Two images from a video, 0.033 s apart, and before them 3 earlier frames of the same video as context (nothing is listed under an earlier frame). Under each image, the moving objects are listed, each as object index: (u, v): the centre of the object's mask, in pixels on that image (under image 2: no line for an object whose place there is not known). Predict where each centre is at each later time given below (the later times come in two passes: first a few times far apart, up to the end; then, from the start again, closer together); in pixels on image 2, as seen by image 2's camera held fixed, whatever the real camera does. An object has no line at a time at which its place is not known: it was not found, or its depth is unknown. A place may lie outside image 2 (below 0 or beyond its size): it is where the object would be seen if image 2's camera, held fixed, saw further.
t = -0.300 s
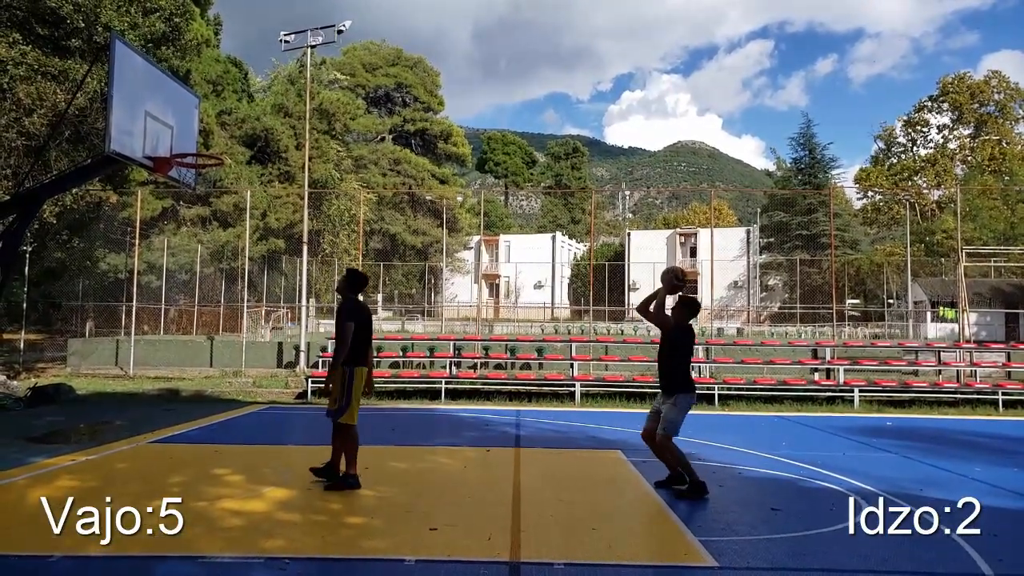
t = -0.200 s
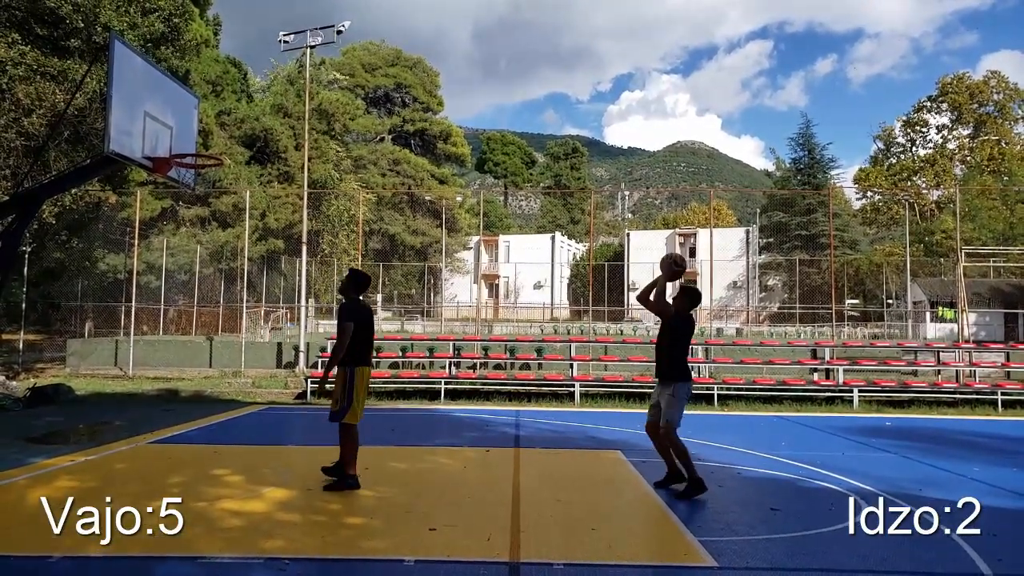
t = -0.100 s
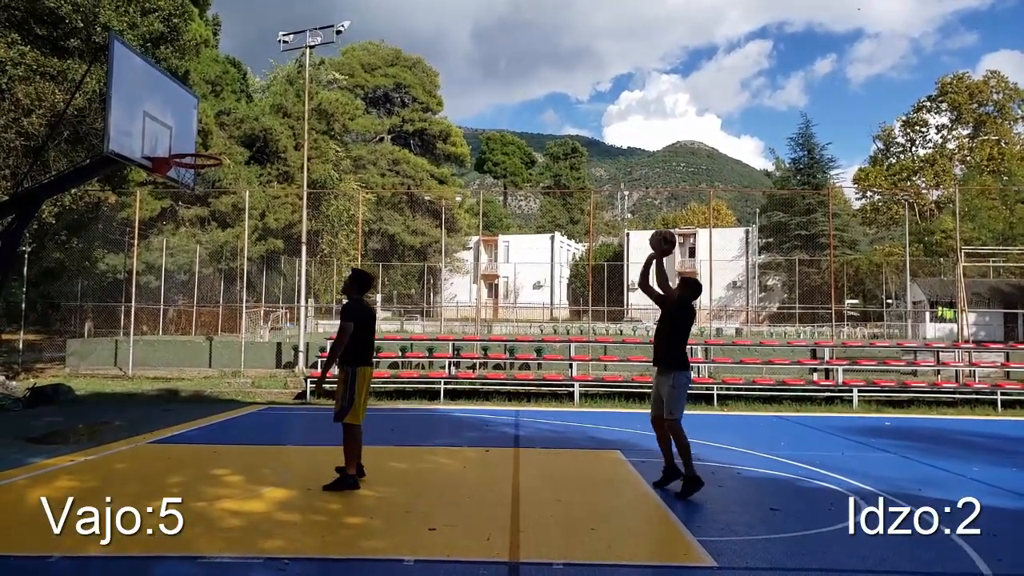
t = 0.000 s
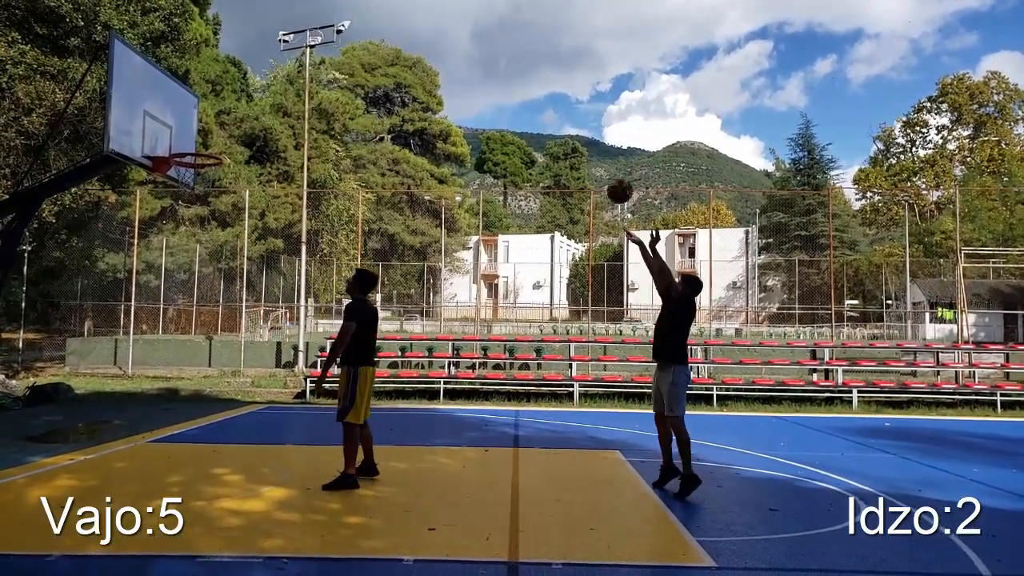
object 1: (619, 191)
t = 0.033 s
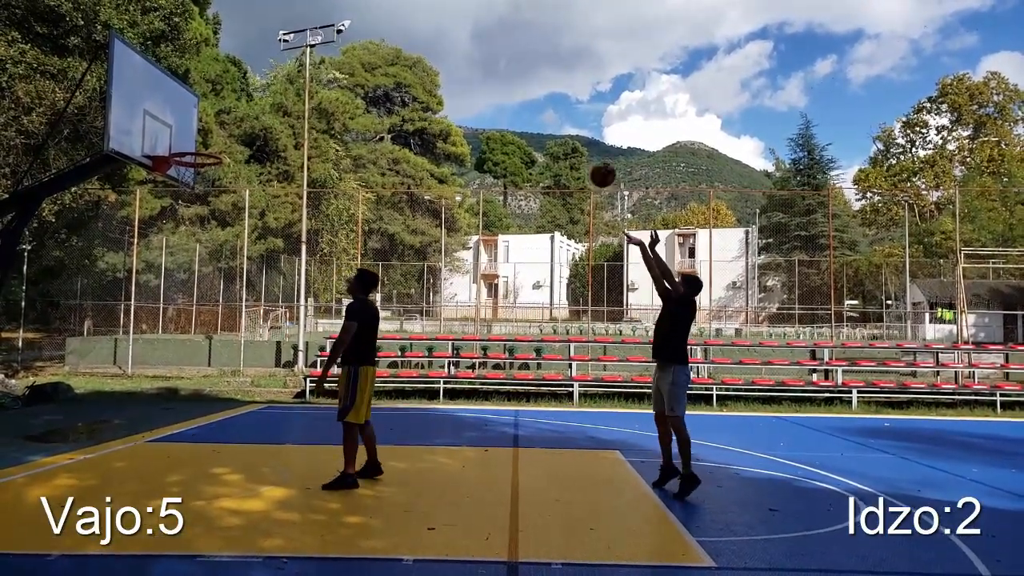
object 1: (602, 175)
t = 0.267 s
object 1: (488, 95)
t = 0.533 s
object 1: (360, 74)
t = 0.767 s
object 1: (251, 114)
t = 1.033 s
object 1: (180, 192)
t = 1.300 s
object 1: (185, 288)
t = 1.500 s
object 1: (187, 407)
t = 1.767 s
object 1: (218, 372)
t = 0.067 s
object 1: (586, 159)
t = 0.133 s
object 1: (553, 133)
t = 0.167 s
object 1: (537, 121)
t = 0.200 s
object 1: (521, 111)
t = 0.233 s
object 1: (504, 103)
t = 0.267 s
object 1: (488, 95)
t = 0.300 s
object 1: (472, 88)
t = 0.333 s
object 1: (456, 82)
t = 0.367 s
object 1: (440, 78)
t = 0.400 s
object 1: (424, 75)
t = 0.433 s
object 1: (408, 73)
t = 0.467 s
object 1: (392, 73)
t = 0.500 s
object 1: (376, 73)
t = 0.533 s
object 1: (360, 74)
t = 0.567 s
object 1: (345, 76)
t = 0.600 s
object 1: (329, 79)
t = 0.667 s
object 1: (297, 90)
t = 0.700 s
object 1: (282, 97)
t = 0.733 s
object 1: (267, 105)
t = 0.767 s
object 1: (251, 114)
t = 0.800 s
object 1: (235, 124)
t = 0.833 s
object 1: (220, 134)
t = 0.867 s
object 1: (205, 146)
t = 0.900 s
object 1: (189, 162)
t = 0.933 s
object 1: (179, 172)
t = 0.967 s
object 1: (179, 179)
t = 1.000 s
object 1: (180, 185)
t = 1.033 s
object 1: (180, 192)
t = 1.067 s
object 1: (181, 200)
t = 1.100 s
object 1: (181, 206)
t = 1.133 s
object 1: (182, 219)
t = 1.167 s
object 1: (183, 230)
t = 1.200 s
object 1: (183, 244)
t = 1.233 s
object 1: (184, 257)
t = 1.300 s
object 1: (185, 288)
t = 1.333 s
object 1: (185, 305)
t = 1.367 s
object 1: (185, 323)
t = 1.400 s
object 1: (186, 343)
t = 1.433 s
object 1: (187, 363)
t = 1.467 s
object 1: (187, 384)
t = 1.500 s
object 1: (187, 407)
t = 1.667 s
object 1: (201, 421)
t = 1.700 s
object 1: (206, 403)
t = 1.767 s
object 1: (218, 372)
